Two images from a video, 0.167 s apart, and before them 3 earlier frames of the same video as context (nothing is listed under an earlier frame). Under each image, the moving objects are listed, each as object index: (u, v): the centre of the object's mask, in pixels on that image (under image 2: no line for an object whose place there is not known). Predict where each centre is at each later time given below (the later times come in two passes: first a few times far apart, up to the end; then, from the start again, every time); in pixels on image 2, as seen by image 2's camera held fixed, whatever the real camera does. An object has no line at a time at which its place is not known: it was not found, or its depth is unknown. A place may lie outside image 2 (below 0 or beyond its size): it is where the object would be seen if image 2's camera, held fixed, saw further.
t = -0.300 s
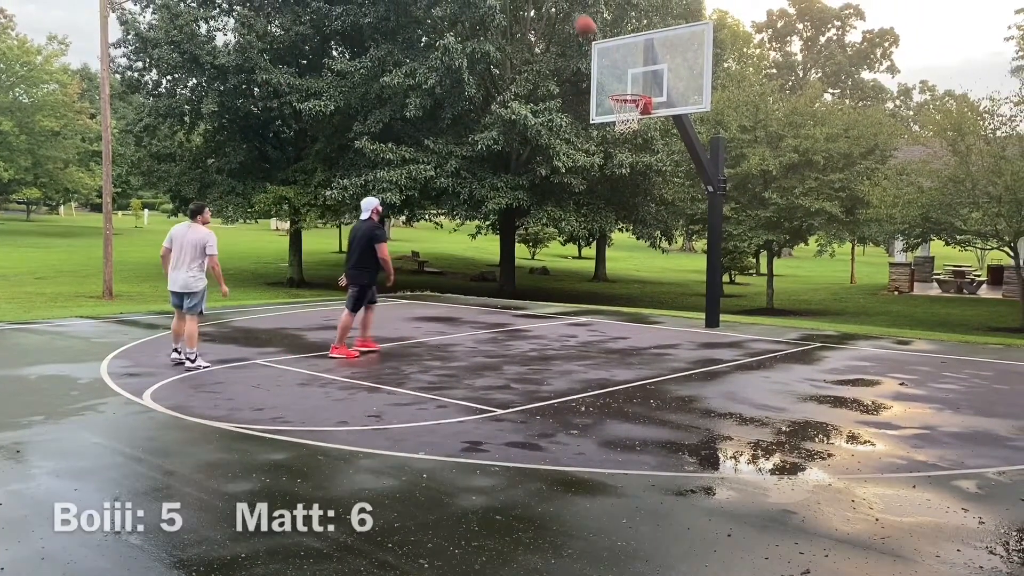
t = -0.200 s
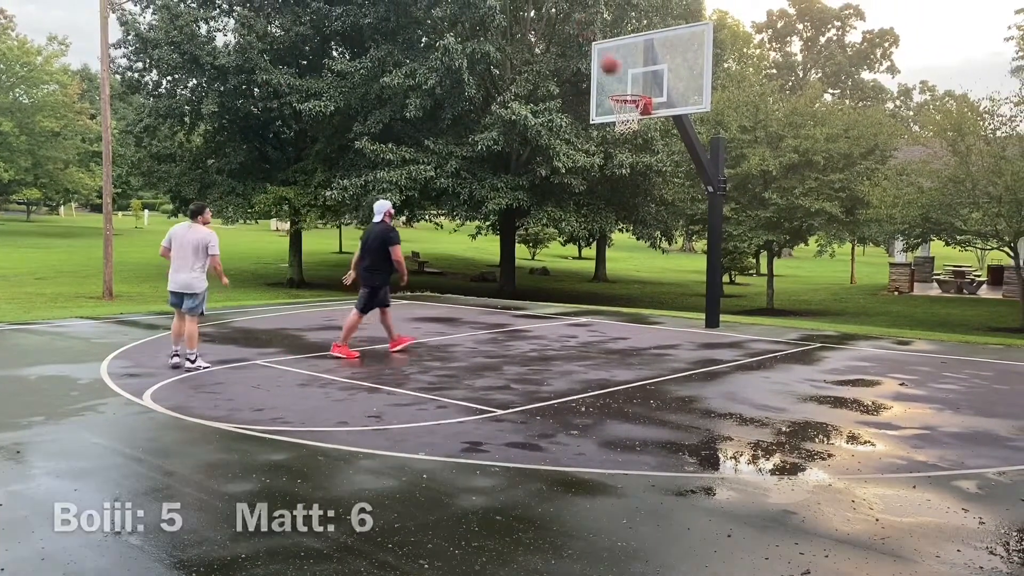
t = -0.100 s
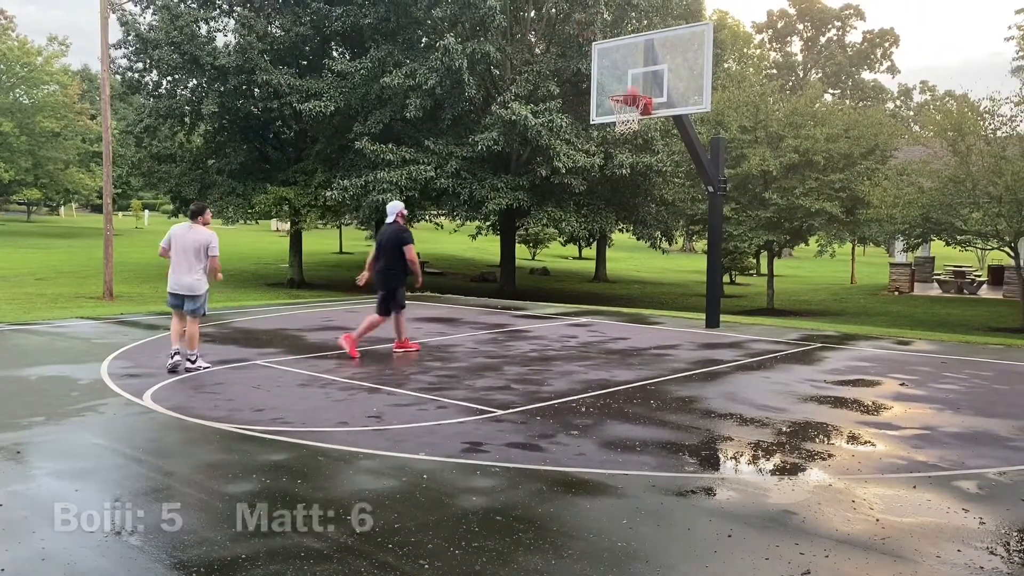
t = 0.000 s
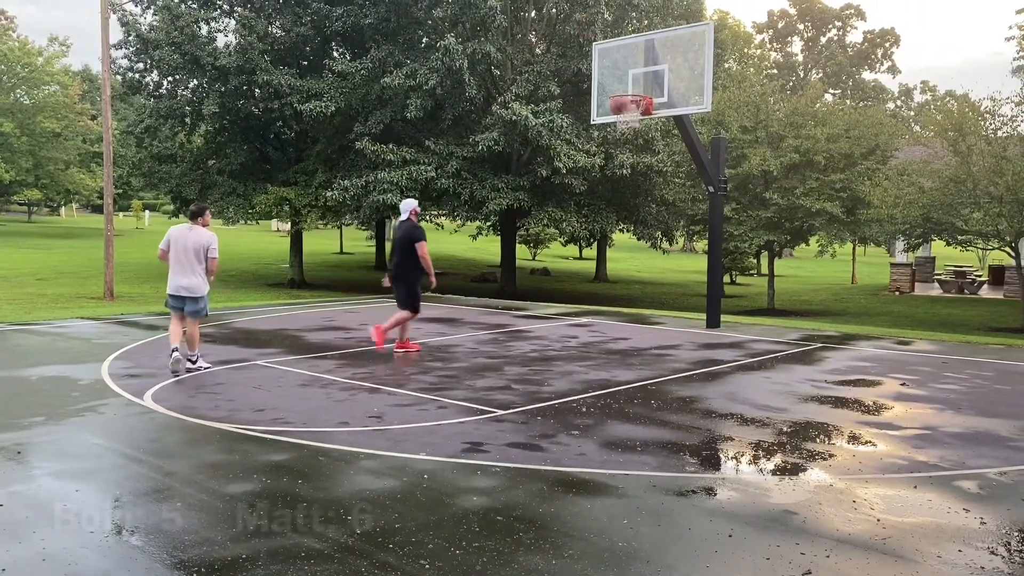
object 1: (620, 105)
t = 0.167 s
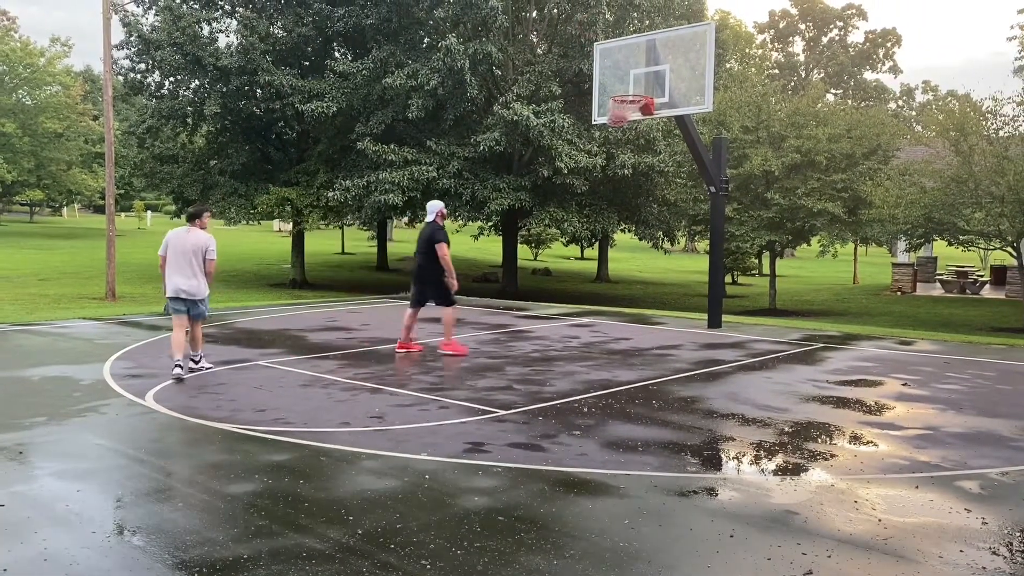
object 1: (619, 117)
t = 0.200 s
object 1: (622, 117)
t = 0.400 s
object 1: (639, 142)
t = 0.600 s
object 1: (658, 193)
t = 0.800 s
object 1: (675, 275)
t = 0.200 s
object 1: (622, 117)
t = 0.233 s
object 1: (623, 123)
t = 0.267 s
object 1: (627, 127)
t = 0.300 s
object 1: (630, 132)
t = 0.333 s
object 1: (633, 132)
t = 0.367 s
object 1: (637, 136)
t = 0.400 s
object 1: (639, 142)
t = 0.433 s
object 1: (643, 148)
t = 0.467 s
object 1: (645, 156)
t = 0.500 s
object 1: (649, 163)
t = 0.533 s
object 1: (652, 172)
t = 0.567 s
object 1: (655, 182)
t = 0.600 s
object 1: (658, 193)
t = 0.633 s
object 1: (661, 205)
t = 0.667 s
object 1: (664, 216)
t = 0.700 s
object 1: (667, 230)
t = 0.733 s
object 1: (669, 244)
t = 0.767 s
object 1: (673, 258)
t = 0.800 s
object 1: (675, 275)
